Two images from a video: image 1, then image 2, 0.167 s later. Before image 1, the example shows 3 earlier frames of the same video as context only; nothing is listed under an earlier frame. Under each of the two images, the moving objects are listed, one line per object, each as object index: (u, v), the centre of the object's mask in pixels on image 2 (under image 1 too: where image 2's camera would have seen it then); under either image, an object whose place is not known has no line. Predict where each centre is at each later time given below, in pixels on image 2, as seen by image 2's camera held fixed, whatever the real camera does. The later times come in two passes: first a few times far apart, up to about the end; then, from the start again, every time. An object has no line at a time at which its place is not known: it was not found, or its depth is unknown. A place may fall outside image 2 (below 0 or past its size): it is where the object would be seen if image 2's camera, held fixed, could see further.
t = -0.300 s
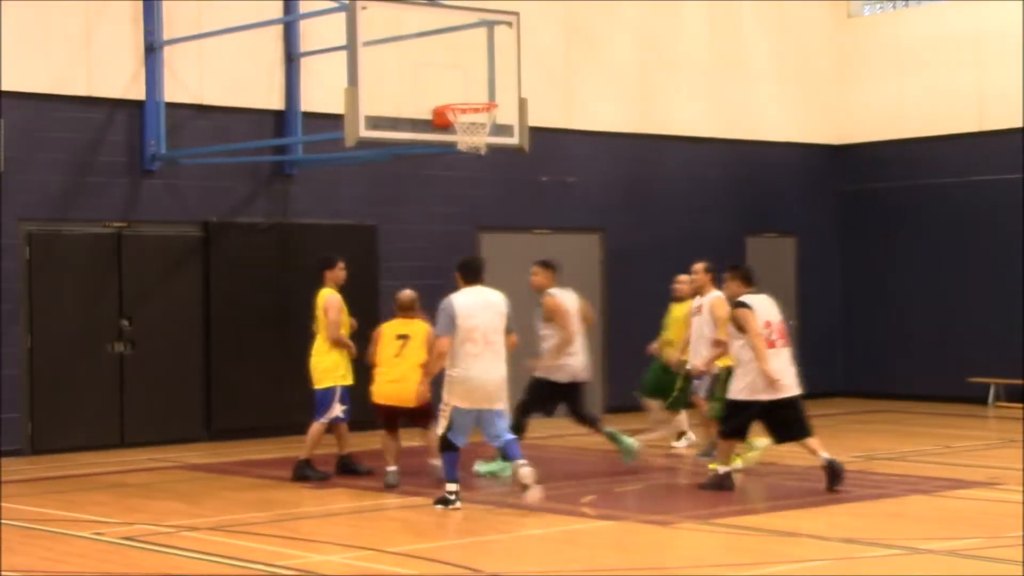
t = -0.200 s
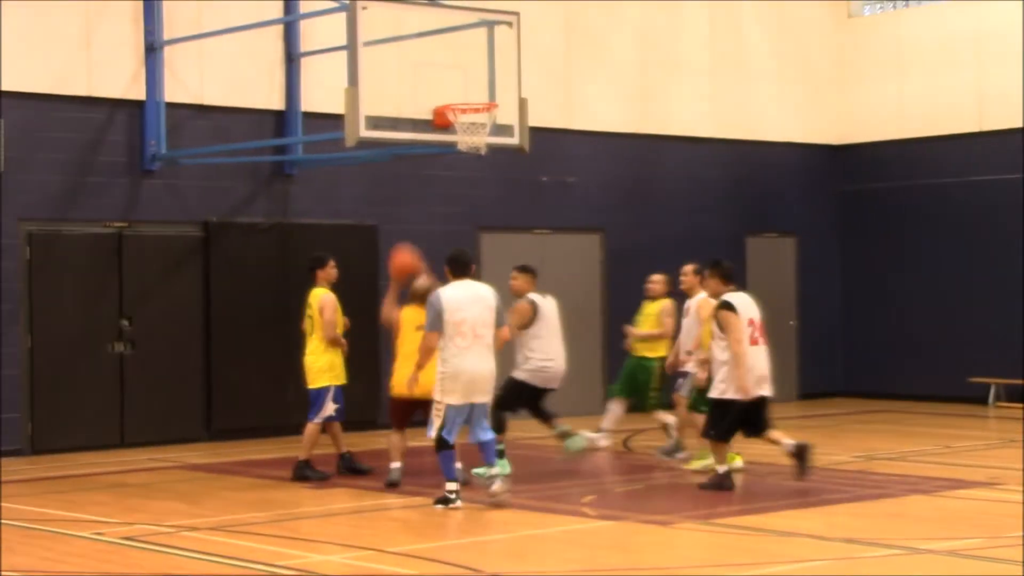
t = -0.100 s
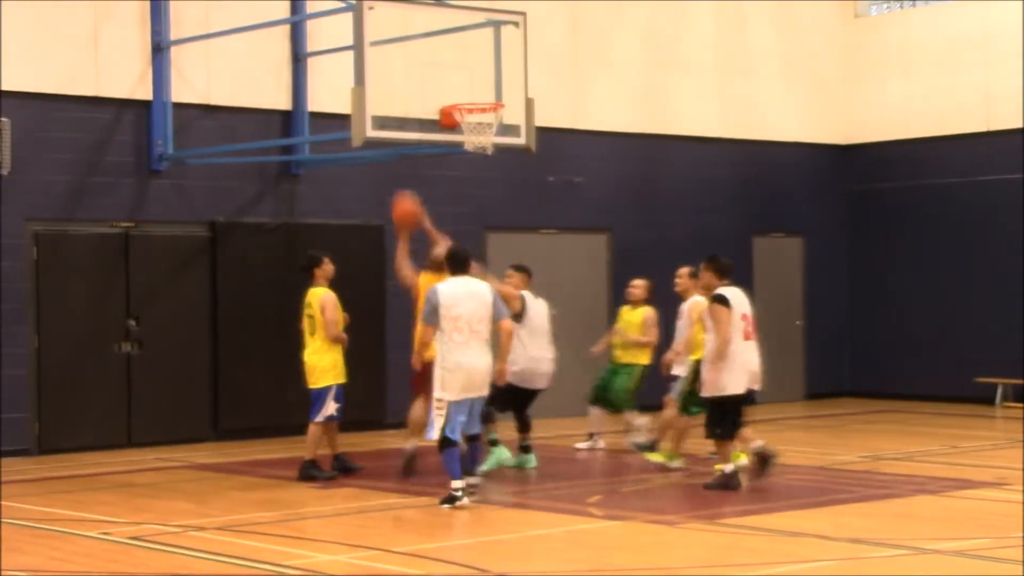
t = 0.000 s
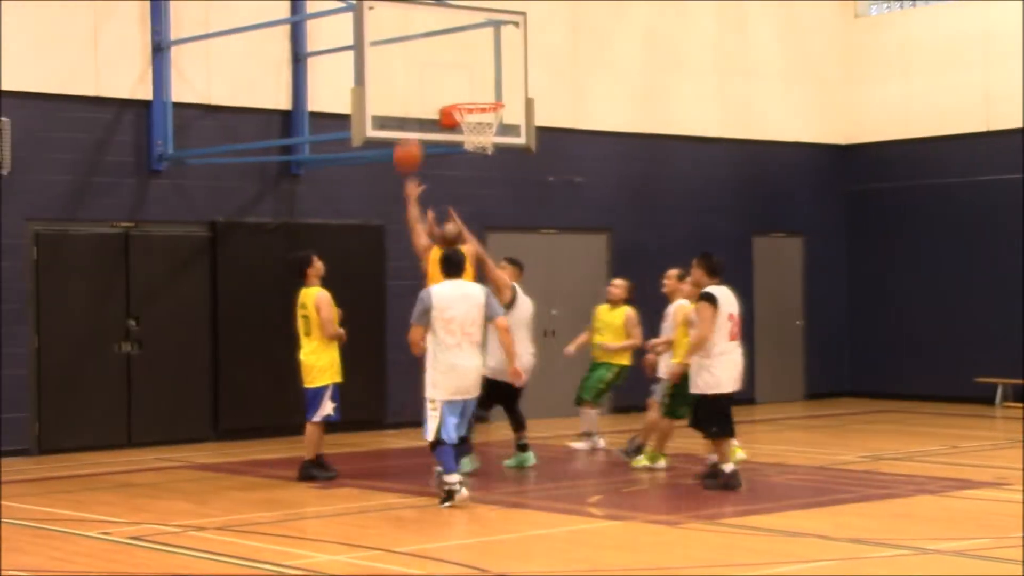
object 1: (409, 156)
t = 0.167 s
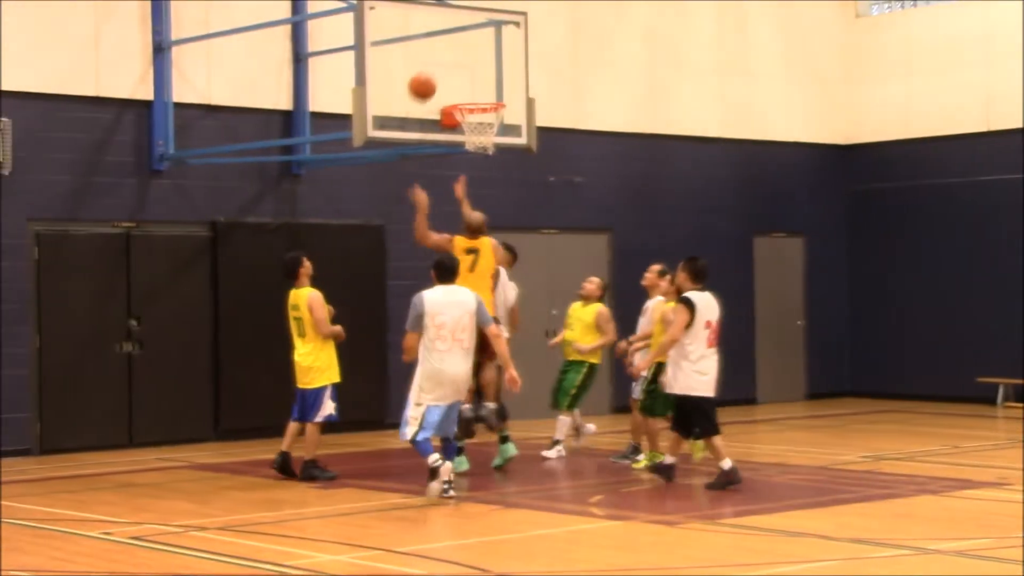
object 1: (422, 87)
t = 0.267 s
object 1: (429, 65)
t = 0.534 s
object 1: (489, 58)
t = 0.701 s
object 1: (538, 94)
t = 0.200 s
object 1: (424, 78)
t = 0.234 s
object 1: (427, 71)
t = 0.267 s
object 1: (429, 65)
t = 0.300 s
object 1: (432, 60)
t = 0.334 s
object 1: (434, 57)
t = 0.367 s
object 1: (441, 54)
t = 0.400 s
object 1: (451, 52)
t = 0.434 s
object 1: (460, 52)
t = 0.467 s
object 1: (470, 53)
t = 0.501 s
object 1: (480, 55)
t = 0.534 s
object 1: (489, 58)
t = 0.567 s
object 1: (499, 63)
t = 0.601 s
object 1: (508, 69)
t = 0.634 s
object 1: (518, 76)
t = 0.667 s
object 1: (528, 84)
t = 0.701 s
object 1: (538, 94)
